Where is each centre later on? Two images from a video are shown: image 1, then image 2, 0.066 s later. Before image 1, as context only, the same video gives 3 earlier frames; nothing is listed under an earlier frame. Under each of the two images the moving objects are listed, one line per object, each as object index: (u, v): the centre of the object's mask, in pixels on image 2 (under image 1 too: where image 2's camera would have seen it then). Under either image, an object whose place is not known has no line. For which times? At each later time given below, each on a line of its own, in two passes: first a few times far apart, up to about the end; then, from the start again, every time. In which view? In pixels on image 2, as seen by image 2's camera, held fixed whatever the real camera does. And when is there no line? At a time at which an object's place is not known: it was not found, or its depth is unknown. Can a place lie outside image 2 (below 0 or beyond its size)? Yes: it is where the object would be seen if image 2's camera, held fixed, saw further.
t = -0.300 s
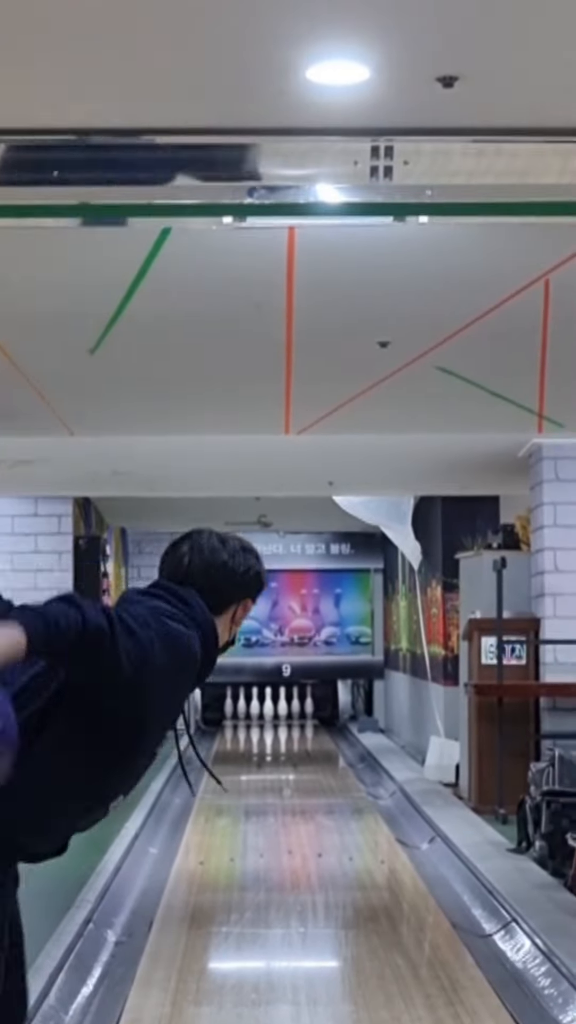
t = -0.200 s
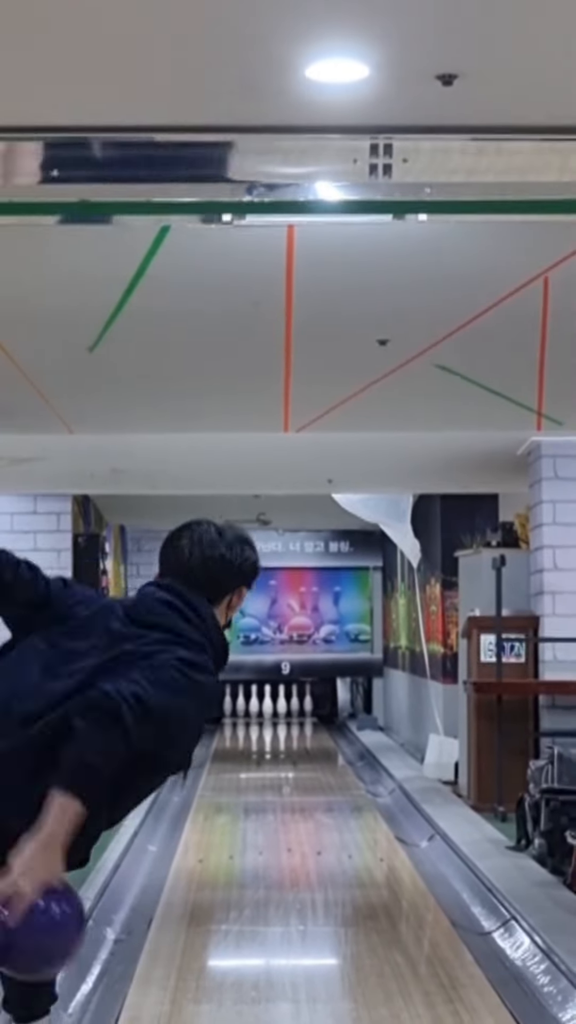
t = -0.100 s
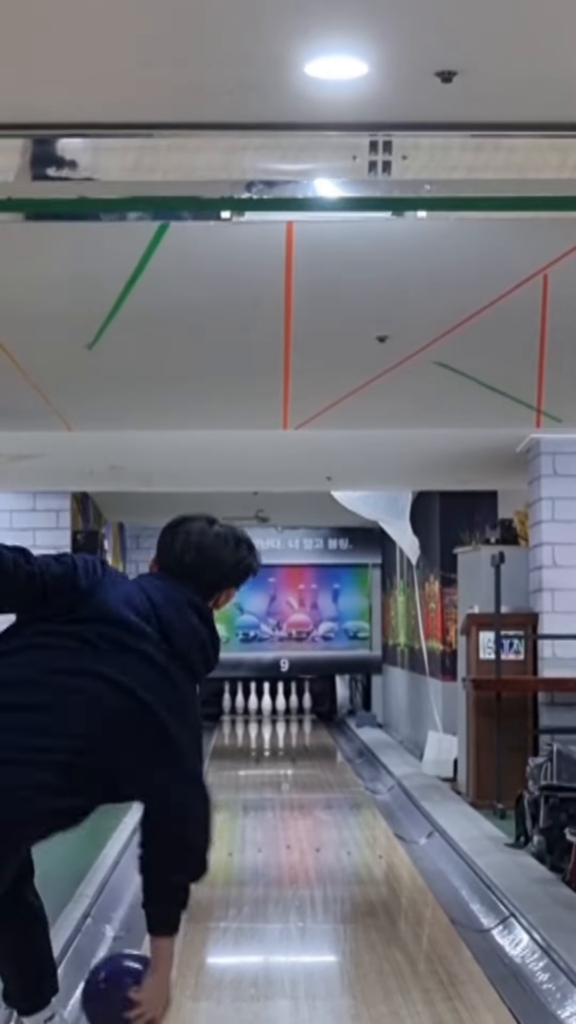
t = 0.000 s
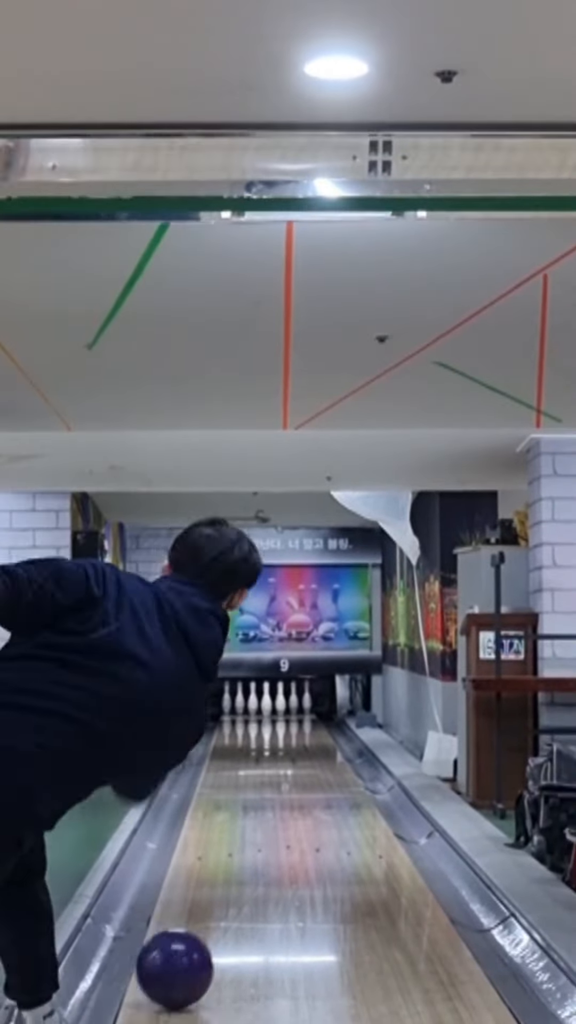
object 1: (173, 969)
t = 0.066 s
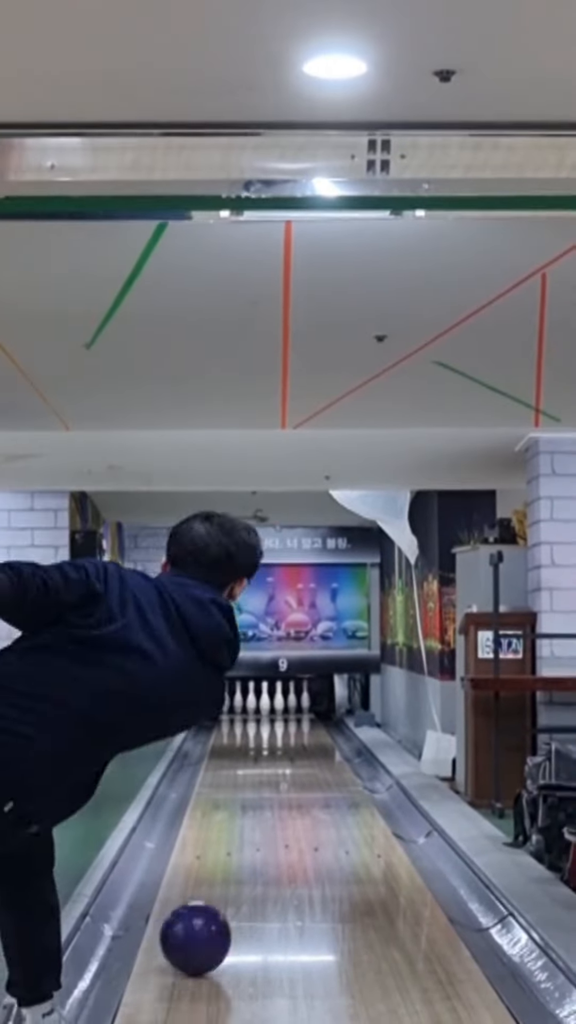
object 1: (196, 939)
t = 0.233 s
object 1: (236, 883)
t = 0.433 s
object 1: (268, 837)
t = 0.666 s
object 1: (290, 801)
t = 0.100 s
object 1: (205, 926)
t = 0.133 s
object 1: (214, 914)
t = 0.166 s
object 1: (222, 903)
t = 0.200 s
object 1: (230, 892)
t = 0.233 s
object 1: (236, 883)
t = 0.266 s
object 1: (243, 874)
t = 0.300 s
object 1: (248, 866)
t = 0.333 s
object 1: (254, 858)
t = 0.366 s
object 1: (259, 851)
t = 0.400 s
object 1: (264, 844)
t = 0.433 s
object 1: (268, 837)
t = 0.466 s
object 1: (272, 831)
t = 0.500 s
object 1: (275, 825)
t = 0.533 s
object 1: (279, 821)
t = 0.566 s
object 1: (282, 816)
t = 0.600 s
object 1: (285, 810)
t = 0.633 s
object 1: (287, 806)
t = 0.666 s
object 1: (290, 801)
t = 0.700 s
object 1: (292, 797)
